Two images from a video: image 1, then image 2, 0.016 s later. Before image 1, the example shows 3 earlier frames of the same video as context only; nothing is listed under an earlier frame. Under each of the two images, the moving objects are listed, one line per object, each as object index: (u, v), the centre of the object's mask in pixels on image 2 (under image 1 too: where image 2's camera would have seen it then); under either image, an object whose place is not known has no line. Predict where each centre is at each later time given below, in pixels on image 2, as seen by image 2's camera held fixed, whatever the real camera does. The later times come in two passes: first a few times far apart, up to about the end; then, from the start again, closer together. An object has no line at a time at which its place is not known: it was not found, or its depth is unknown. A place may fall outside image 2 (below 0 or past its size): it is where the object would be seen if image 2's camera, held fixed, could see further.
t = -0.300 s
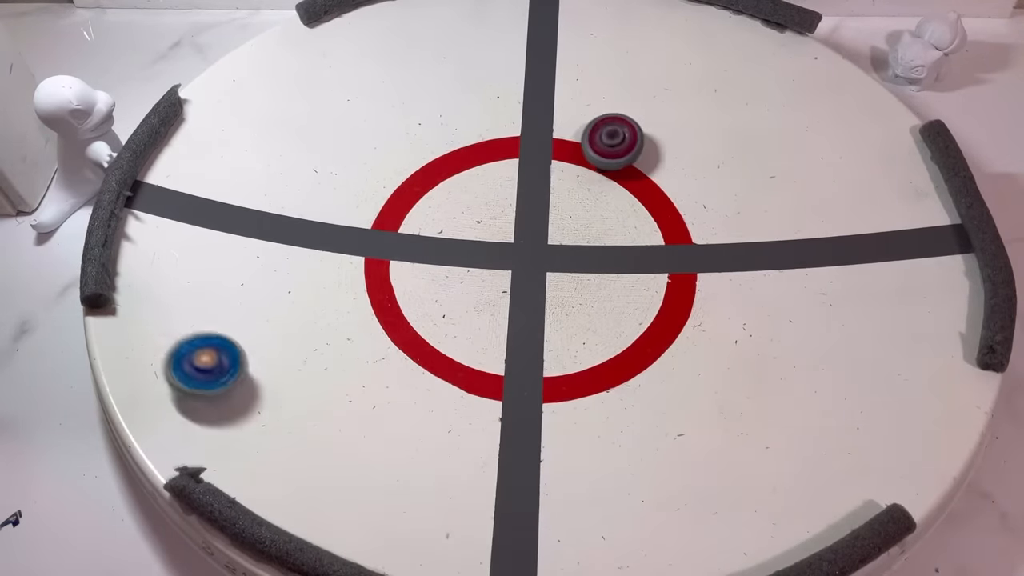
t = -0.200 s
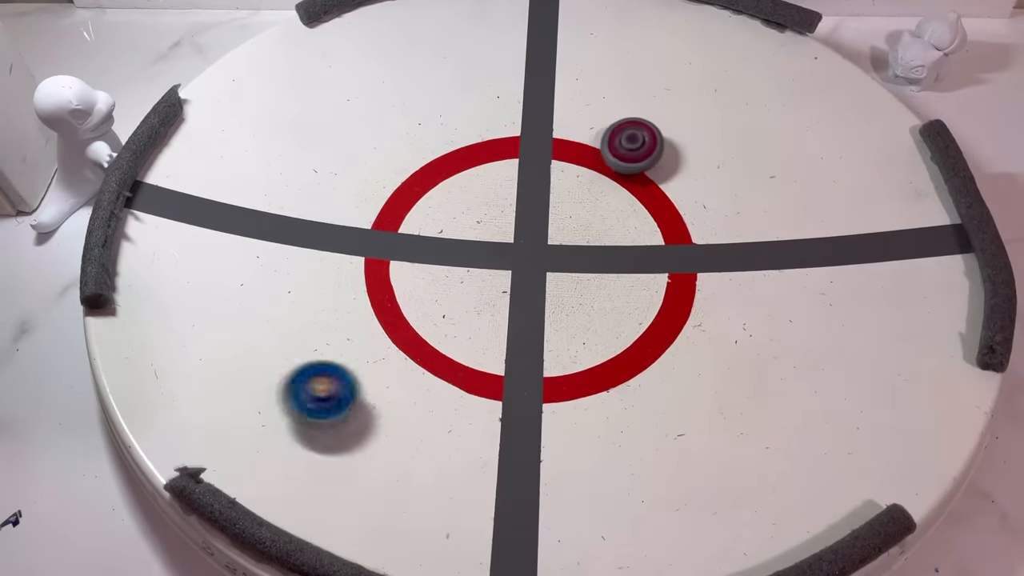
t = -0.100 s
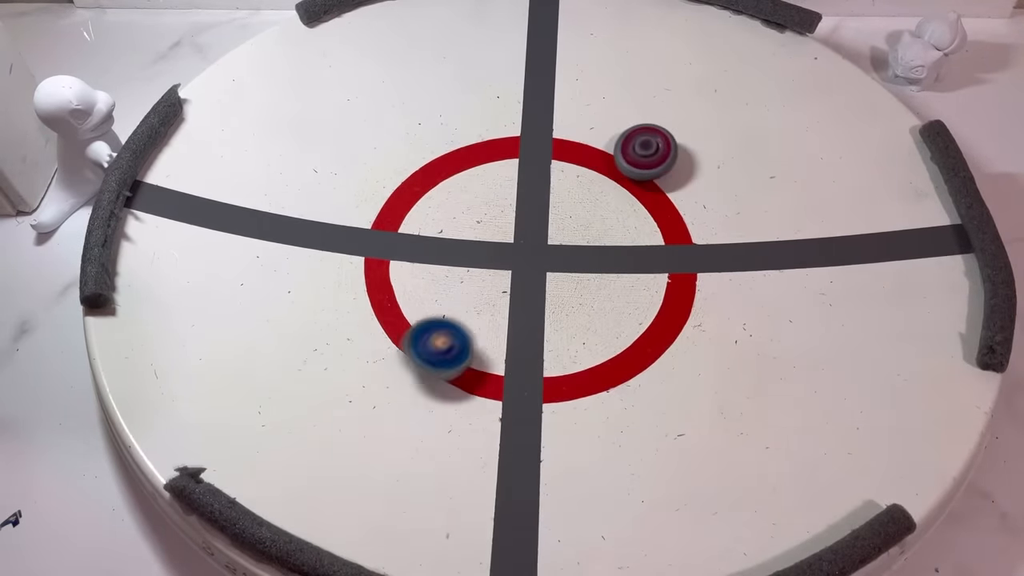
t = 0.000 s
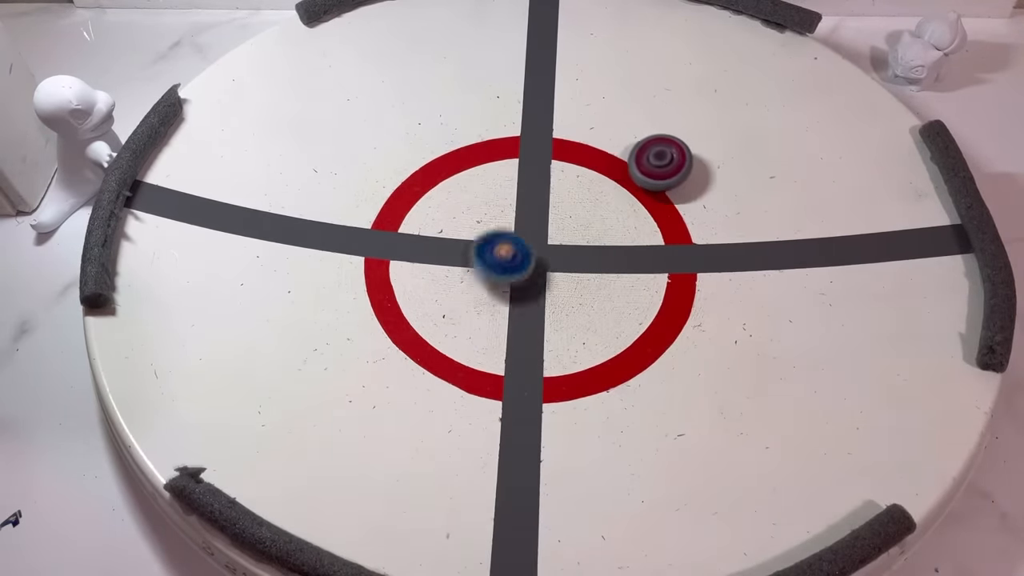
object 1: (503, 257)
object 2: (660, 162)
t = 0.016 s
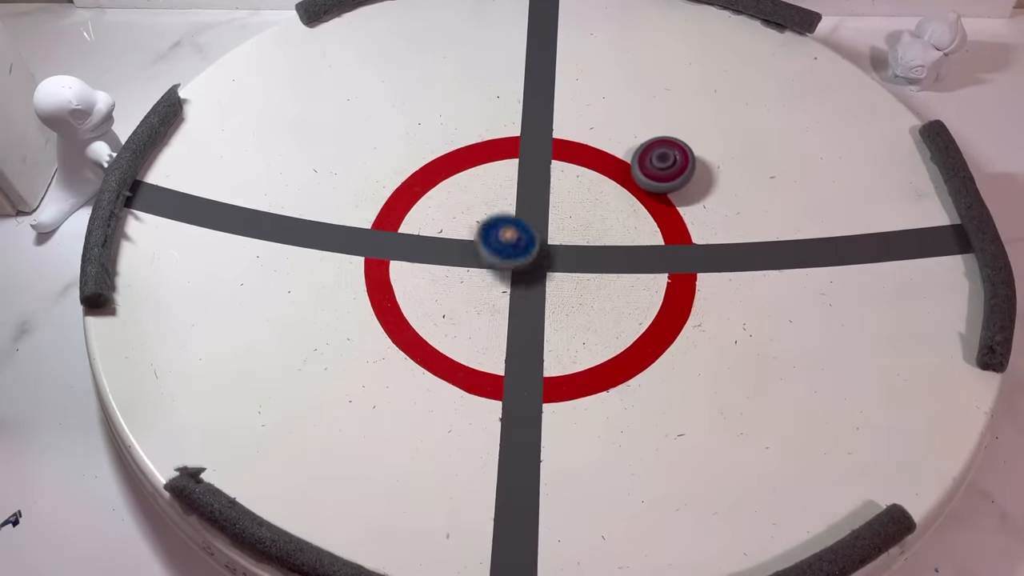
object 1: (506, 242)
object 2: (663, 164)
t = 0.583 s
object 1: (205, 143)
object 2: (732, 237)
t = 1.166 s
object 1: (703, 95)
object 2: (738, 312)
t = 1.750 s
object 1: (439, 250)
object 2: (672, 354)
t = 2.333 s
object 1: (960, 391)
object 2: (535, 344)
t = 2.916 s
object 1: (477, 231)
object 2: (430, 282)
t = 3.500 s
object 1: (318, 249)
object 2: (396, 356)
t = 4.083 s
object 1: (518, 114)
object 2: (620, 316)
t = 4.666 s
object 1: (549, 184)
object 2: (659, 173)
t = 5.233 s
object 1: (761, 260)
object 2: (636, 122)
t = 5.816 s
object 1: (593, 271)
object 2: (608, 182)
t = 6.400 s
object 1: (585, 358)
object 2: (598, 273)
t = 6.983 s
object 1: (552, 523)
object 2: (606, 60)
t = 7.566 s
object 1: (447, 228)
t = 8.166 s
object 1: (308, 241)
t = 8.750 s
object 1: (563, 135)
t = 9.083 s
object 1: (706, 134)
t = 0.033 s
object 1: (509, 227)
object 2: (666, 167)
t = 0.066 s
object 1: (510, 196)
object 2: (671, 171)
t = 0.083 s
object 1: (508, 182)
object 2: (673, 173)
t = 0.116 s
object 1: (498, 154)
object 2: (678, 177)
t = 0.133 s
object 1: (492, 139)
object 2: (681, 179)
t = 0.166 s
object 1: (475, 114)
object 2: (686, 184)
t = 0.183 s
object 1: (465, 105)
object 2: (688, 186)
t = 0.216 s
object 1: (444, 86)
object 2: (694, 190)
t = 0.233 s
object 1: (433, 77)
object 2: (696, 192)
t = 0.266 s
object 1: (408, 63)
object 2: (701, 196)
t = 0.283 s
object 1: (396, 56)
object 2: (703, 198)
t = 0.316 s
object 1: (369, 46)
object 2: (707, 202)
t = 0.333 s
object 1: (355, 43)
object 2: (710, 204)
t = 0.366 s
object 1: (325, 39)
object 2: (714, 208)
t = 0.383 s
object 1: (310, 39)
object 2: (715, 210)
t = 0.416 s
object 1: (281, 43)
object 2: (717, 214)
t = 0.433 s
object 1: (269, 47)
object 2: (719, 216)
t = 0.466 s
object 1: (242, 59)
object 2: (722, 221)
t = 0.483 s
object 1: (232, 67)
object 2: (724, 223)
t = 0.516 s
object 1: (214, 89)
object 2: (727, 228)
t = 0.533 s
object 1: (209, 99)
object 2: (728, 230)
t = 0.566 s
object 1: (204, 127)
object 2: (730, 234)
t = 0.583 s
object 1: (205, 143)
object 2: (732, 237)
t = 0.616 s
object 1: (216, 175)
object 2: (735, 241)
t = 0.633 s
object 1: (226, 191)
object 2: (736, 243)
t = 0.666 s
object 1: (251, 215)
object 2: (739, 247)
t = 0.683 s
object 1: (265, 227)
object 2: (740, 249)
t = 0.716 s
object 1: (299, 246)
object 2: (743, 253)
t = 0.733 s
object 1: (319, 255)
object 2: (744, 255)
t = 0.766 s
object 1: (362, 266)
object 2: (747, 259)
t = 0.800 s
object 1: (402, 274)
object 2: (748, 263)
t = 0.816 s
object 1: (424, 273)
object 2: (749, 265)
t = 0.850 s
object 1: (469, 271)
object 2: (750, 269)
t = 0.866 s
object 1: (491, 267)
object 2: (750, 272)
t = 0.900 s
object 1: (529, 259)
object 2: (750, 276)
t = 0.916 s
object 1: (546, 253)
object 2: (750, 278)
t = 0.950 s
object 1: (580, 238)
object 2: (750, 283)
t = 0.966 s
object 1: (596, 229)
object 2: (750, 286)
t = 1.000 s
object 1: (625, 209)
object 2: (749, 291)
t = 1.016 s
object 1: (638, 197)
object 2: (749, 293)
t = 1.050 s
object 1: (658, 176)
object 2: (747, 297)
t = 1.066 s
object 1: (667, 165)
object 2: (746, 299)
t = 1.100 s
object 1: (684, 141)
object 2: (743, 304)
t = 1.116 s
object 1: (690, 129)
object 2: (742, 306)
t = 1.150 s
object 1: (700, 106)
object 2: (739, 310)
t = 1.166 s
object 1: (703, 95)
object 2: (738, 312)
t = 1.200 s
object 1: (705, 73)
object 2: (736, 316)
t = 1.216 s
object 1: (704, 62)
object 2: (736, 319)
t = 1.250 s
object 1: (699, 41)
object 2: (734, 323)
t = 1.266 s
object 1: (695, 32)
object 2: (733, 326)
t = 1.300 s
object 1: (685, 18)
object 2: (730, 330)
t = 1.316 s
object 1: (679, 14)
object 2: (729, 332)
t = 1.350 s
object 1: (653, 10)
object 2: (725, 335)
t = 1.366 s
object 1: (636, 10)
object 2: (723, 336)
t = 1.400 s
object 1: (595, 11)
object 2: (720, 339)
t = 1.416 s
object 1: (574, 12)
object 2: (718, 340)
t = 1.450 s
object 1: (540, 18)
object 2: (715, 343)
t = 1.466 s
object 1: (526, 24)
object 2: (713, 345)
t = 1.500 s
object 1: (500, 45)
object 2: (709, 347)
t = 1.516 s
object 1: (488, 57)
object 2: (707, 348)
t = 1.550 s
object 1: (470, 81)
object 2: (702, 351)
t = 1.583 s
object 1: (454, 109)
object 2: (698, 353)
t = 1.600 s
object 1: (448, 124)
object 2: (696, 353)
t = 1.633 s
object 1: (439, 152)
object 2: (691, 355)
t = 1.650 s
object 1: (435, 165)
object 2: (688, 355)
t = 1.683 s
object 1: (432, 192)
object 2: (684, 355)
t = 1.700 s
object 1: (431, 208)
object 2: (681, 355)
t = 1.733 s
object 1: (435, 238)
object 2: (675, 354)
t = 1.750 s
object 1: (439, 250)
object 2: (672, 354)
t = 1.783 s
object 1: (450, 278)
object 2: (665, 353)
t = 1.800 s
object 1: (457, 290)
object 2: (661, 352)
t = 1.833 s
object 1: (475, 317)
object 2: (653, 352)
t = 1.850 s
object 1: (486, 330)
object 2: (649, 352)
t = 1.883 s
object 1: (511, 358)
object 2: (642, 352)
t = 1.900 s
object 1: (524, 369)
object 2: (638, 352)
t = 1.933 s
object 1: (555, 389)
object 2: (631, 352)
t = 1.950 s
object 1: (569, 398)
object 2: (628, 353)
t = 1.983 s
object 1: (601, 414)
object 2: (621, 353)
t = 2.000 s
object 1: (619, 422)
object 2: (617, 354)
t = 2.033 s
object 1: (658, 436)
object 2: (610, 354)
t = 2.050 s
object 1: (678, 441)
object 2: (606, 354)
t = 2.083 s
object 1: (717, 448)
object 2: (598, 354)
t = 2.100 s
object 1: (736, 450)
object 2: (594, 353)
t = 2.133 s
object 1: (774, 451)
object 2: (585, 353)
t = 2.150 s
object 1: (792, 450)
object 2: (581, 352)
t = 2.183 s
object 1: (828, 447)
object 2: (572, 351)
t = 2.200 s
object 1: (846, 444)
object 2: (568, 351)
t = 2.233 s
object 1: (881, 435)
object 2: (559, 350)
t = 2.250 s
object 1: (896, 430)
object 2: (554, 349)
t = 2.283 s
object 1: (926, 416)
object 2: (547, 348)
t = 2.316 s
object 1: (950, 400)
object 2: (539, 346)
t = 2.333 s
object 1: (960, 391)
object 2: (535, 344)
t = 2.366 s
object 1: (976, 370)
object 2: (528, 342)
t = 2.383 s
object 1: (981, 359)
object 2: (524, 341)
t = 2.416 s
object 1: (957, 331)
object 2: (516, 339)
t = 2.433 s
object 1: (942, 315)
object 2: (512, 337)
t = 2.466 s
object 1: (912, 287)
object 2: (504, 335)
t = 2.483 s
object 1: (895, 273)
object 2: (500, 334)
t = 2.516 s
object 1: (861, 255)
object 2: (493, 331)
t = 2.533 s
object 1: (845, 248)
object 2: (490, 329)
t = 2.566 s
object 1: (815, 237)
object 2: (484, 326)
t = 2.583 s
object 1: (797, 231)
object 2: (482, 324)
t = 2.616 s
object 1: (763, 221)
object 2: (476, 320)
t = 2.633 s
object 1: (745, 217)
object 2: (474, 318)
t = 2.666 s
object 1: (709, 211)
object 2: (469, 315)
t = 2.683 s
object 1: (692, 209)
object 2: (466, 312)
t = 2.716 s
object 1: (660, 207)
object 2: (460, 308)
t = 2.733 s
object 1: (644, 207)
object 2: (457, 306)
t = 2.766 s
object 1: (612, 207)
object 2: (451, 301)
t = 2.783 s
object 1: (595, 208)
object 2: (449, 298)
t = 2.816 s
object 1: (564, 213)
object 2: (444, 294)
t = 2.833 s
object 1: (548, 215)
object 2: (441, 292)
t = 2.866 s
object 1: (518, 221)
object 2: (437, 288)
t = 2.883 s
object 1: (505, 223)
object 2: (434, 286)
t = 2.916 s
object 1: (477, 231)
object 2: (430, 282)
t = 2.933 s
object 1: (466, 231)
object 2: (425, 281)
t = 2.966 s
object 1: (470, 207)
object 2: (393, 304)
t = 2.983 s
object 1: (471, 198)
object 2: (377, 316)
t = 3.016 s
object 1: (468, 181)
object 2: (351, 333)
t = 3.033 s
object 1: (465, 175)
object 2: (338, 342)
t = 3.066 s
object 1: (455, 164)
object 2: (319, 357)
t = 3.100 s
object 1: (441, 158)
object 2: (306, 369)
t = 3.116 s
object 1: (433, 156)
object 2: (303, 374)
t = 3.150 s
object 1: (415, 153)
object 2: (300, 380)
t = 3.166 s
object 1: (405, 152)
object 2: (301, 382)
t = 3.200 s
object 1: (387, 154)
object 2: (306, 385)
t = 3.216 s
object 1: (377, 154)
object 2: (309, 386)
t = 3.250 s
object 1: (359, 157)
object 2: (318, 387)
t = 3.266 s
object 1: (350, 160)
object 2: (322, 386)
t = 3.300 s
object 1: (334, 168)
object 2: (331, 385)
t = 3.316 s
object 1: (327, 173)
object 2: (337, 384)
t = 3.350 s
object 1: (314, 183)
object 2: (348, 381)
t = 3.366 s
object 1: (309, 190)
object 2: (353, 379)
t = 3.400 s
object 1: (304, 204)
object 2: (365, 375)
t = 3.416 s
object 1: (302, 211)
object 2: (370, 372)
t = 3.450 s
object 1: (303, 227)
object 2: (381, 366)
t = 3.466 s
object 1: (306, 234)
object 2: (386, 363)
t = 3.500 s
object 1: (318, 249)
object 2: (396, 356)
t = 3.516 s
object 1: (325, 255)
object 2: (400, 352)
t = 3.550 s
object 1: (344, 266)
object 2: (408, 345)
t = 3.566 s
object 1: (354, 271)
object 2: (413, 341)
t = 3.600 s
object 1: (375, 278)
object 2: (419, 334)
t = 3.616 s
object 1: (386, 279)
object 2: (422, 330)
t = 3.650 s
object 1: (398, 265)
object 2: (440, 345)
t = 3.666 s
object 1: (405, 259)
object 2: (451, 358)
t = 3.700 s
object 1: (424, 251)
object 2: (469, 373)
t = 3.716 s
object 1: (432, 246)
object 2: (477, 381)
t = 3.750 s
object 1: (449, 237)
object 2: (497, 388)
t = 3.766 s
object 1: (456, 232)
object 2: (506, 389)
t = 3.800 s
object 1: (472, 219)
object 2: (525, 386)
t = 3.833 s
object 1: (487, 206)
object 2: (540, 380)
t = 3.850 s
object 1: (494, 199)
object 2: (546, 376)
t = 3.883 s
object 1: (504, 186)
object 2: (558, 369)
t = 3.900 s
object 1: (509, 178)
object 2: (564, 365)
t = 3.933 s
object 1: (516, 165)
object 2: (577, 357)
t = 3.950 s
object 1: (518, 157)
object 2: (582, 352)
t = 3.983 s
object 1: (521, 144)
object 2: (593, 344)
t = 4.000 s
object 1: (520, 138)
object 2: (597, 340)
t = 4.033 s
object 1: (520, 128)
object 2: (606, 331)
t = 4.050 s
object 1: (520, 123)
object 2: (610, 326)
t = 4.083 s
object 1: (518, 114)
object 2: (620, 316)
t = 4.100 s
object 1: (517, 109)
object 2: (625, 311)
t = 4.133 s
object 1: (515, 101)
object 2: (632, 300)
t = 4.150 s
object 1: (514, 98)
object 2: (636, 294)
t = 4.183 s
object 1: (509, 92)
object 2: (644, 282)
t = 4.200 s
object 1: (506, 89)
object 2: (647, 276)
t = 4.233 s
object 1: (500, 85)
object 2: (653, 264)
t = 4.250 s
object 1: (496, 83)
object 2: (655, 259)
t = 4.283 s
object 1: (489, 84)
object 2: (657, 250)
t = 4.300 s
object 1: (485, 85)
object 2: (658, 247)
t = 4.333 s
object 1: (478, 90)
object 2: (661, 239)
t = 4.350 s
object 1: (475, 94)
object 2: (661, 235)
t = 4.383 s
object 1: (471, 102)
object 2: (662, 228)
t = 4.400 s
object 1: (470, 107)
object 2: (663, 224)
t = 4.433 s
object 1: (469, 118)
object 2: (663, 216)
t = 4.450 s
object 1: (470, 124)
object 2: (663, 213)
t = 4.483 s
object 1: (476, 136)
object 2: (664, 206)
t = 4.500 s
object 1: (480, 141)
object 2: (664, 203)
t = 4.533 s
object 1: (493, 151)
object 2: (664, 196)
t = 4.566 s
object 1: (506, 161)
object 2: (663, 190)
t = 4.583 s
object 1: (513, 166)
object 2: (663, 186)
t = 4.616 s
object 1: (526, 174)
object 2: (661, 181)
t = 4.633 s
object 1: (533, 178)
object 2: (661, 178)
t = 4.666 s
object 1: (549, 184)
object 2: (659, 173)
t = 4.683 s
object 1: (558, 186)
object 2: (657, 170)
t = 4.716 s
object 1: (575, 191)
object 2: (651, 165)
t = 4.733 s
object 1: (584, 193)
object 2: (648, 162)
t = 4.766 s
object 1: (595, 201)
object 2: (647, 156)
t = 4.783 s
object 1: (596, 209)
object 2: (652, 150)
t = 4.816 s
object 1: (602, 221)
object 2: (657, 141)
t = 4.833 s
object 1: (607, 227)
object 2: (659, 138)
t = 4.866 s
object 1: (618, 236)
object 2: (662, 133)
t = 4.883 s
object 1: (624, 240)
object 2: (662, 131)
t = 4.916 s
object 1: (636, 248)
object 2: (662, 127)
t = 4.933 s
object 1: (644, 254)
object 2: (661, 126)
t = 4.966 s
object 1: (662, 259)
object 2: (660, 123)
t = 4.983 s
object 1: (670, 261)
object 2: (659, 122)
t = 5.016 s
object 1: (684, 265)
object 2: (656, 120)
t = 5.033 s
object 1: (691, 265)
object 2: (655, 120)
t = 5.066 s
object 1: (706, 267)
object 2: (651, 120)
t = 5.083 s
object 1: (713, 267)
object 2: (650, 119)
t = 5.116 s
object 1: (727, 267)
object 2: (647, 120)
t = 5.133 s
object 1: (732, 266)
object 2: (645, 120)
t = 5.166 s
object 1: (742, 265)
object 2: (642, 120)
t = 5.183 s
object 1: (747, 264)
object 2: (641, 121)
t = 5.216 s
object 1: (757, 262)
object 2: (638, 122)
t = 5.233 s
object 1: (761, 260)
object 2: (636, 122)
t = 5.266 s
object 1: (768, 254)
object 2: (633, 124)
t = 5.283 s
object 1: (771, 251)
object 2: (632, 125)
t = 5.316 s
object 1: (774, 245)
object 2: (629, 127)
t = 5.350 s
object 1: (774, 239)
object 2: (626, 130)
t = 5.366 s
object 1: (772, 235)
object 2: (624, 131)
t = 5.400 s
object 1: (765, 229)
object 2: (622, 134)
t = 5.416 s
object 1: (760, 227)
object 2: (621, 136)
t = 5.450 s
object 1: (749, 225)
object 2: (619, 139)
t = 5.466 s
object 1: (744, 223)
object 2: (618, 141)
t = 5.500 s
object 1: (730, 221)
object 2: (618, 145)
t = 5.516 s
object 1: (723, 221)
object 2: (617, 147)
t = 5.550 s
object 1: (708, 222)
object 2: (617, 150)
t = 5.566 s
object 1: (700, 222)
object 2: (617, 151)
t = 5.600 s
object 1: (686, 225)
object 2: (615, 155)
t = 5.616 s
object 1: (677, 227)
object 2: (615, 156)
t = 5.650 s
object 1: (662, 233)
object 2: (613, 160)
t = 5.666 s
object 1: (656, 236)
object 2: (613, 162)
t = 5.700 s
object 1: (641, 242)
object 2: (612, 166)
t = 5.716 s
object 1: (633, 246)
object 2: (612, 168)
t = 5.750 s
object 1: (619, 253)
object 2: (611, 173)
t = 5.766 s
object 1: (612, 258)
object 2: (610, 175)
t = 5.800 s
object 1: (600, 266)
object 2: (609, 180)
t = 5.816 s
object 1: (593, 271)
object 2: (608, 182)
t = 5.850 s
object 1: (584, 282)
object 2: (607, 188)
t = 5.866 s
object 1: (581, 288)
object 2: (607, 190)
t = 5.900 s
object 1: (575, 299)
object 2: (605, 196)
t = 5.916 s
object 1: (573, 305)
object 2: (604, 199)
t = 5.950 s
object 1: (569, 315)
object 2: (604, 204)
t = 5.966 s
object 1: (568, 320)
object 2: (603, 206)
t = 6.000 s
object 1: (564, 328)
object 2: (603, 212)
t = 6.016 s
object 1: (563, 333)
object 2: (603, 214)
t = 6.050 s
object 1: (561, 341)
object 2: (603, 220)
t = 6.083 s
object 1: (561, 348)
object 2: (603, 226)
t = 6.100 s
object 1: (561, 352)
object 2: (603, 229)
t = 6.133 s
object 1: (563, 358)
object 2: (603, 235)
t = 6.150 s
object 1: (564, 361)
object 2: (603, 238)
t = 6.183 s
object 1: (567, 365)
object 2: (603, 243)
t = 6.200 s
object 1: (569, 366)
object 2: (603, 245)
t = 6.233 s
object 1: (572, 365)
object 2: (603, 250)
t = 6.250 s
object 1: (574, 365)
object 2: (602, 253)
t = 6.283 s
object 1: (577, 365)
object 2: (602, 257)
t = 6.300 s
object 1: (578, 365)
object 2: (601, 259)
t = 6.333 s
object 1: (581, 365)
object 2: (601, 263)
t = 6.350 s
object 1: (582, 364)
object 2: (600, 265)
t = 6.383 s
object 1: (585, 361)
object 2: (598, 270)
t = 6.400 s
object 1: (585, 358)
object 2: (598, 273)
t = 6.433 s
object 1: (584, 353)
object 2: (597, 278)
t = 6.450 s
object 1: (584, 350)
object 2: (596, 279)
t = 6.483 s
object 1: (582, 342)
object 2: (596, 282)
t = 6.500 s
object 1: (577, 345)
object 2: (597, 280)
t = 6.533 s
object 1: (548, 382)
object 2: (619, 237)
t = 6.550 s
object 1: (537, 397)
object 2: (628, 219)
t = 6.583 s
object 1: (521, 425)
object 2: (643, 183)
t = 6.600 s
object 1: (516, 435)
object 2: (649, 168)
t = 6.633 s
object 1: (509, 448)
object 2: (660, 140)
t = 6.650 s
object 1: (507, 454)
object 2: (664, 128)
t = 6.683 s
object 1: (506, 466)
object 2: (670, 106)
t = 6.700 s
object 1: (507, 471)
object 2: (672, 97)
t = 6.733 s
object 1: (507, 481)
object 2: (674, 82)
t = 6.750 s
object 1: (506, 487)
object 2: (674, 75)
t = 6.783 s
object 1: (506, 500)
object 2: (671, 66)
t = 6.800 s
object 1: (507, 507)
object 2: (668, 63)
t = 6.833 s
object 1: (512, 518)
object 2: (661, 59)
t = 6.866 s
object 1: (519, 527)
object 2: (650, 58)
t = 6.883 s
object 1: (523, 530)
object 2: (645, 58)
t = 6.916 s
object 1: (534, 533)
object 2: (633, 58)
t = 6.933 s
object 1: (539, 532)
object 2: (627, 59)
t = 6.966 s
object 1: (547, 527)
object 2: (613, 60)
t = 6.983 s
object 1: (552, 523)
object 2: (606, 60)
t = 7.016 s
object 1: (560, 511)
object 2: (593, 63)
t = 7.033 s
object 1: (564, 504)
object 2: (587, 65)
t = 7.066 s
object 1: (567, 486)
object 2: (574, 67)
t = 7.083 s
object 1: (568, 477)
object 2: (568, 69)
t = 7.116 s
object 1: (568, 459)
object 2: (555, 73)
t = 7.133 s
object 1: (566, 449)
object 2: (549, 75)
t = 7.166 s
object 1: (562, 430)
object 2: (537, 78)
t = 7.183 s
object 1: (560, 420)
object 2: (532, 80)
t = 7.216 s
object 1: (552, 399)
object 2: (521, 83)
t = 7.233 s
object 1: (548, 390)
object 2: (515, 85)
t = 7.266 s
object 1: (541, 372)
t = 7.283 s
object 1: (537, 363)
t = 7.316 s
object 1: (528, 345)
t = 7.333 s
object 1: (523, 336)
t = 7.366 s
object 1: (514, 319)
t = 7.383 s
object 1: (509, 312)
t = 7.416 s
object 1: (498, 296)
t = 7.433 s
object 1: (493, 287)
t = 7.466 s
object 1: (481, 272)
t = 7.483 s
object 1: (476, 264)
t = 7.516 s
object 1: (465, 248)
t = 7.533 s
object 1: (459, 242)
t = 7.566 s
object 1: (447, 228)
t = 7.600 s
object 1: (435, 215)
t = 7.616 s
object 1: (429, 209)
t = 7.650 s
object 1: (403, 219)
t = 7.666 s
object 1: (380, 222)
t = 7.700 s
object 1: (336, 237)
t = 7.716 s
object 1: (314, 249)
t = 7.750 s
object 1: (284, 263)
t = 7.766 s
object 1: (271, 272)
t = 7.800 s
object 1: (245, 281)
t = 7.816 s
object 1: (233, 285)
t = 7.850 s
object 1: (219, 289)
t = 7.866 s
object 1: (216, 291)
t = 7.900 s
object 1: (216, 285)
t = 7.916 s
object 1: (217, 282)
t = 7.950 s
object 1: (222, 280)
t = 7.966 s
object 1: (226, 277)
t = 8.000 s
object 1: (236, 274)
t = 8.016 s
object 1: (243, 271)
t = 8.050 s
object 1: (256, 265)
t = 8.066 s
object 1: (263, 262)
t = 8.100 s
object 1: (279, 256)
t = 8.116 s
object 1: (285, 252)
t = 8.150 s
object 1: (301, 244)
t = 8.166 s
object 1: (308, 241)
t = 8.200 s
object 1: (323, 233)
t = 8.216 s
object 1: (331, 229)
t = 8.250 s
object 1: (345, 222)
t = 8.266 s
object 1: (353, 218)
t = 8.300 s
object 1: (368, 211)
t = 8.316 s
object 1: (375, 207)
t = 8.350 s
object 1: (390, 200)
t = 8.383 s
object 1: (405, 192)
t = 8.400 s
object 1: (411, 188)
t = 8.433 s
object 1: (426, 181)
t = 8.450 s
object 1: (433, 177)
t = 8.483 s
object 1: (447, 171)
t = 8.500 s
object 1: (455, 169)
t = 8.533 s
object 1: (470, 163)
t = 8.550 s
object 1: (478, 160)
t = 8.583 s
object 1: (492, 155)
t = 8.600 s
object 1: (499, 153)
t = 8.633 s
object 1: (514, 148)
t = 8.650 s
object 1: (521, 146)
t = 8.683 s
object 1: (535, 142)
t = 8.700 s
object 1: (543, 140)
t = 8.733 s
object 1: (557, 137)
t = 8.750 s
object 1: (563, 135)
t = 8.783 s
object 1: (577, 132)
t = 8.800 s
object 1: (586, 132)
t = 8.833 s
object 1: (601, 129)
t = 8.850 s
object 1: (608, 128)
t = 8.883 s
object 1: (623, 128)
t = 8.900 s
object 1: (630, 127)
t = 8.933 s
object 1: (643, 127)
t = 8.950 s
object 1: (651, 127)
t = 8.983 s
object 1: (666, 128)
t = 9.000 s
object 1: (673, 129)
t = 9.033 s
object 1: (687, 131)
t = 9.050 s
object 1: (693, 132)
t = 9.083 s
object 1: (706, 134)
